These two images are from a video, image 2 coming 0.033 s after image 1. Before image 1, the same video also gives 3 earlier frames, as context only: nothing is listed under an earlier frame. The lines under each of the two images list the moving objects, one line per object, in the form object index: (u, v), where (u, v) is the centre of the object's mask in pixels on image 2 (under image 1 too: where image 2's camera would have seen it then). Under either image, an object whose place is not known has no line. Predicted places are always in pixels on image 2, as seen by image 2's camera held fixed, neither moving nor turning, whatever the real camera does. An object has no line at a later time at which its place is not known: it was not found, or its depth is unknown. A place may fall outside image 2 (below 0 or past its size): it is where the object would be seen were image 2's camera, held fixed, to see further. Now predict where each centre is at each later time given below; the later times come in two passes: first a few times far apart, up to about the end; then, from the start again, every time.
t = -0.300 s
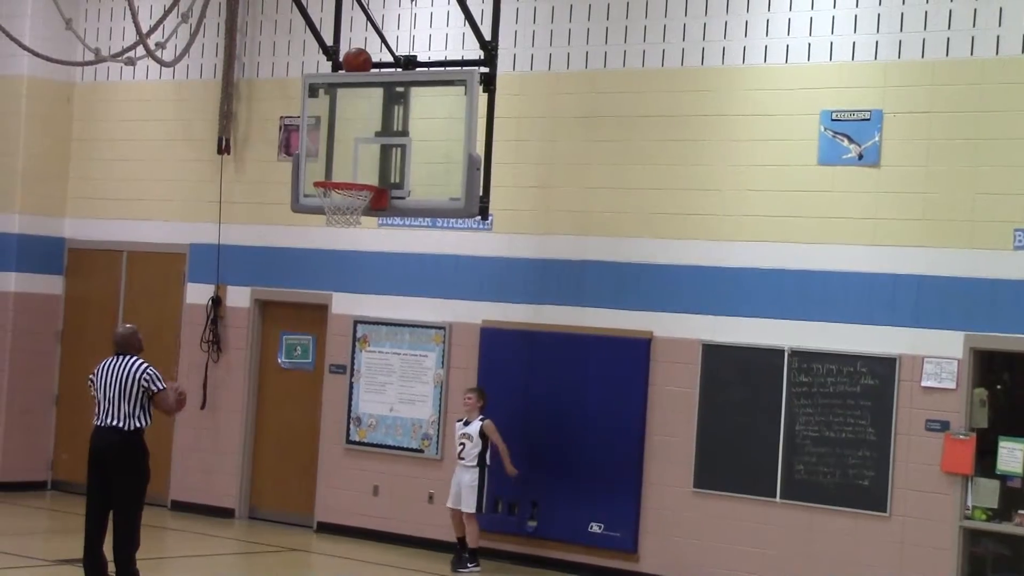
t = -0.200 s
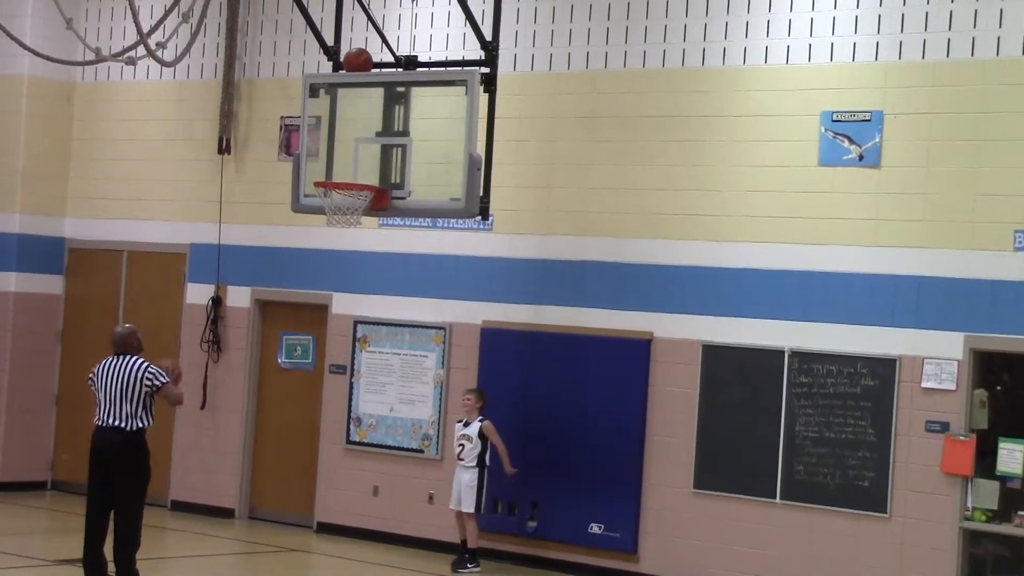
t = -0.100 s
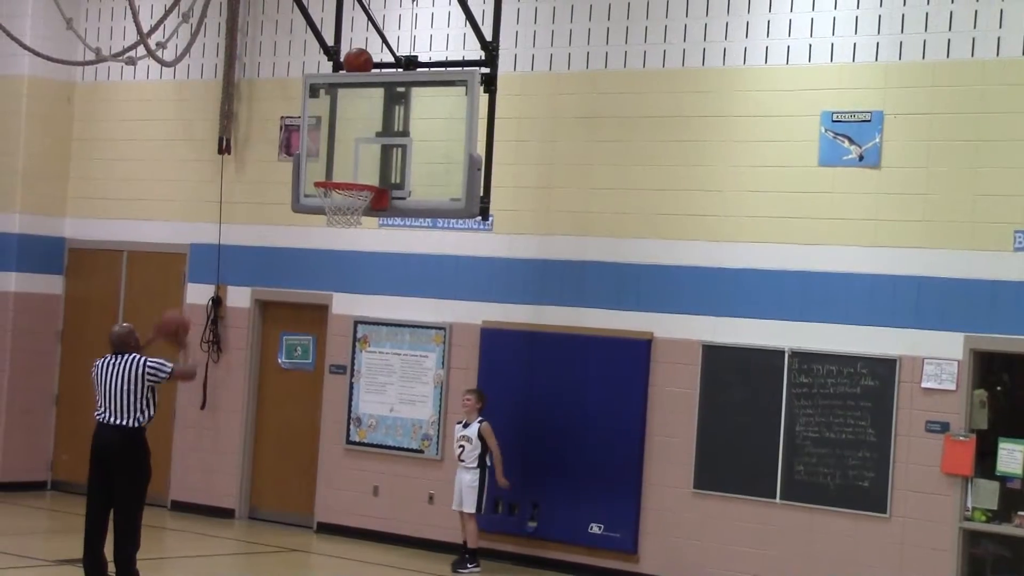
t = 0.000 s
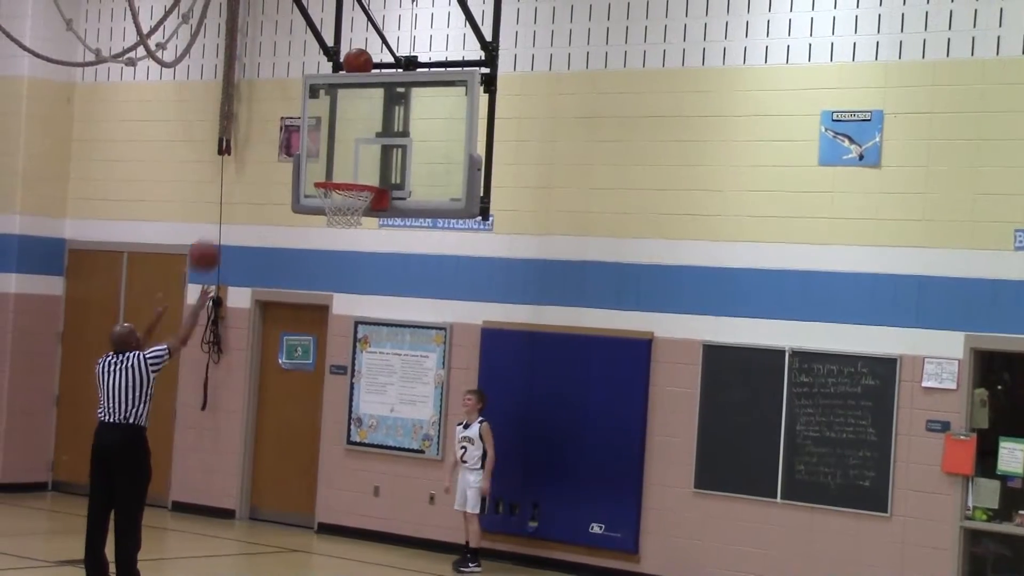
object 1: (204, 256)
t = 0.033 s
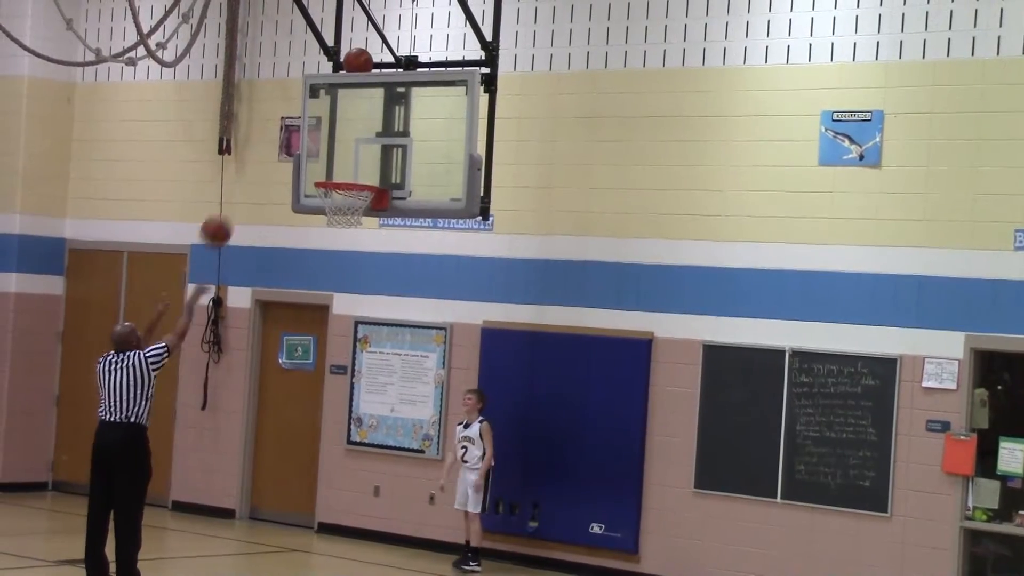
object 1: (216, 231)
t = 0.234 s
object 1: (284, 121)
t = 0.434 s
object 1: (329, 65)
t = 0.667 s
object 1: (294, 72)
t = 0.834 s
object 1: (266, 119)
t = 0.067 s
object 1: (228, 209)
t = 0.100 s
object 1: (240, 188)
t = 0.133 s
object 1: (251, 169)
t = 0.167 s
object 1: (262, 151)
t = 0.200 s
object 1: (272, 135)
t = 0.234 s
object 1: (284, 121)
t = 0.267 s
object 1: (295, 107)
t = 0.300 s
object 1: (305, 96)
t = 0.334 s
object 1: (316, 85)
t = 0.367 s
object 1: (326, 76)
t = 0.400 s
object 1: (334, 70)
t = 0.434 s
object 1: (329, 65)
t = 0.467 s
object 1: (324, 62)
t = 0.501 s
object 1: (319, 60)
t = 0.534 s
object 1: (314, 60)
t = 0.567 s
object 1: (310, 61)
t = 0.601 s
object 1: (305, 63)
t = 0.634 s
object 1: (299, 66)
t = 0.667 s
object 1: (294, 72)
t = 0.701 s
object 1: (288, 78)
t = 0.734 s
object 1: (283, 86)
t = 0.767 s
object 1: (277, 95)
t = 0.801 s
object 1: (272, 107)
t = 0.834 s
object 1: (266, 119)
